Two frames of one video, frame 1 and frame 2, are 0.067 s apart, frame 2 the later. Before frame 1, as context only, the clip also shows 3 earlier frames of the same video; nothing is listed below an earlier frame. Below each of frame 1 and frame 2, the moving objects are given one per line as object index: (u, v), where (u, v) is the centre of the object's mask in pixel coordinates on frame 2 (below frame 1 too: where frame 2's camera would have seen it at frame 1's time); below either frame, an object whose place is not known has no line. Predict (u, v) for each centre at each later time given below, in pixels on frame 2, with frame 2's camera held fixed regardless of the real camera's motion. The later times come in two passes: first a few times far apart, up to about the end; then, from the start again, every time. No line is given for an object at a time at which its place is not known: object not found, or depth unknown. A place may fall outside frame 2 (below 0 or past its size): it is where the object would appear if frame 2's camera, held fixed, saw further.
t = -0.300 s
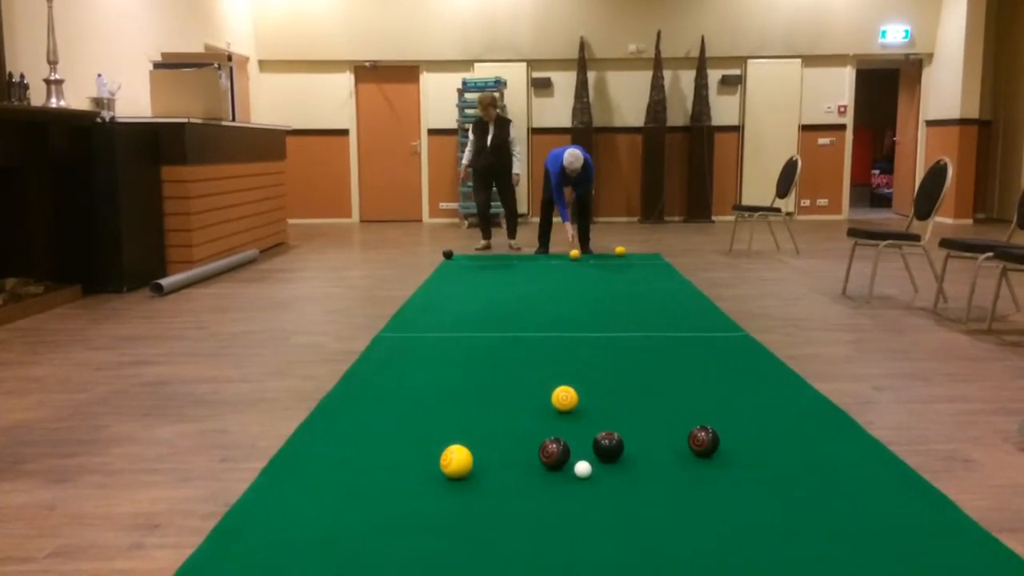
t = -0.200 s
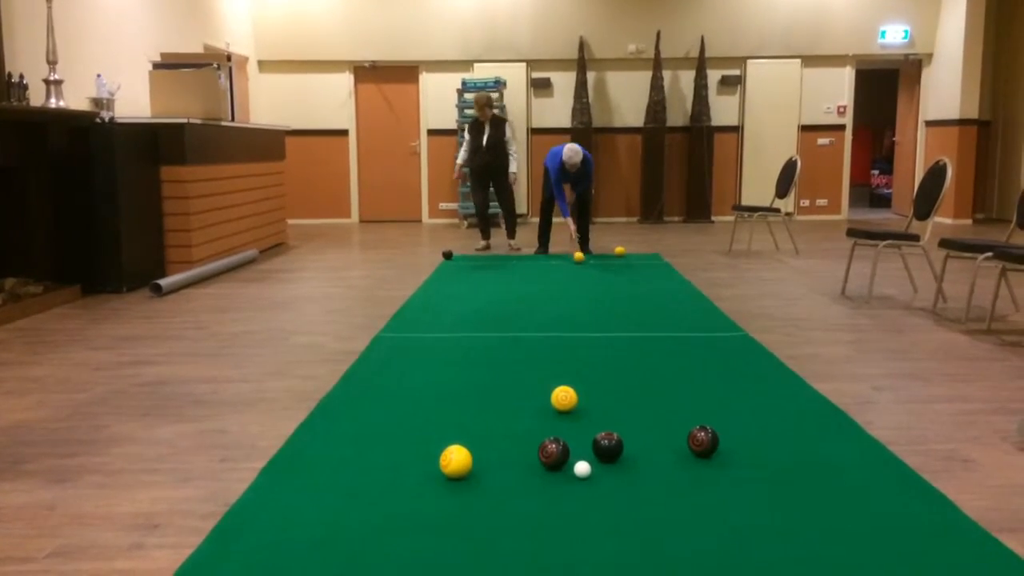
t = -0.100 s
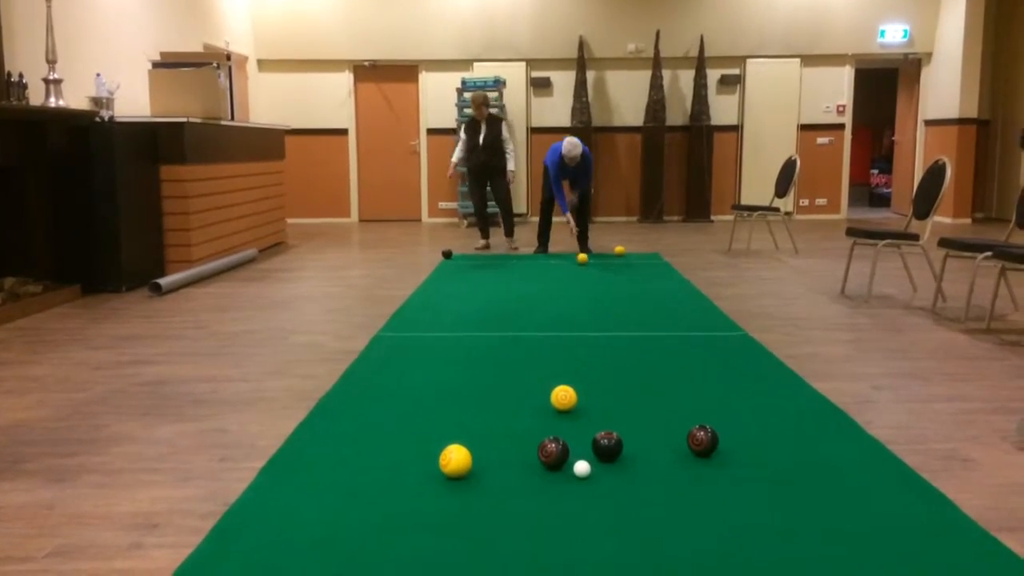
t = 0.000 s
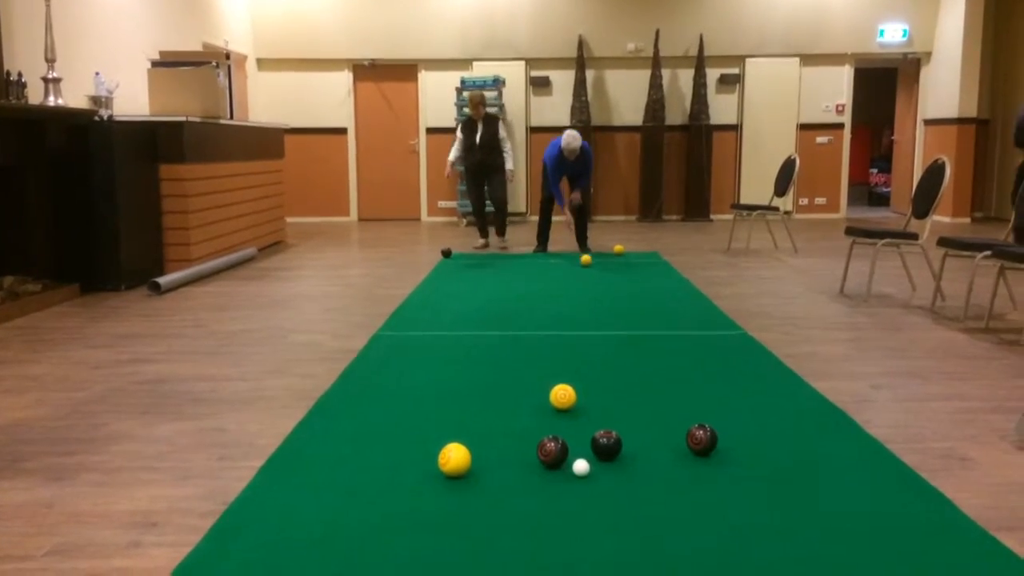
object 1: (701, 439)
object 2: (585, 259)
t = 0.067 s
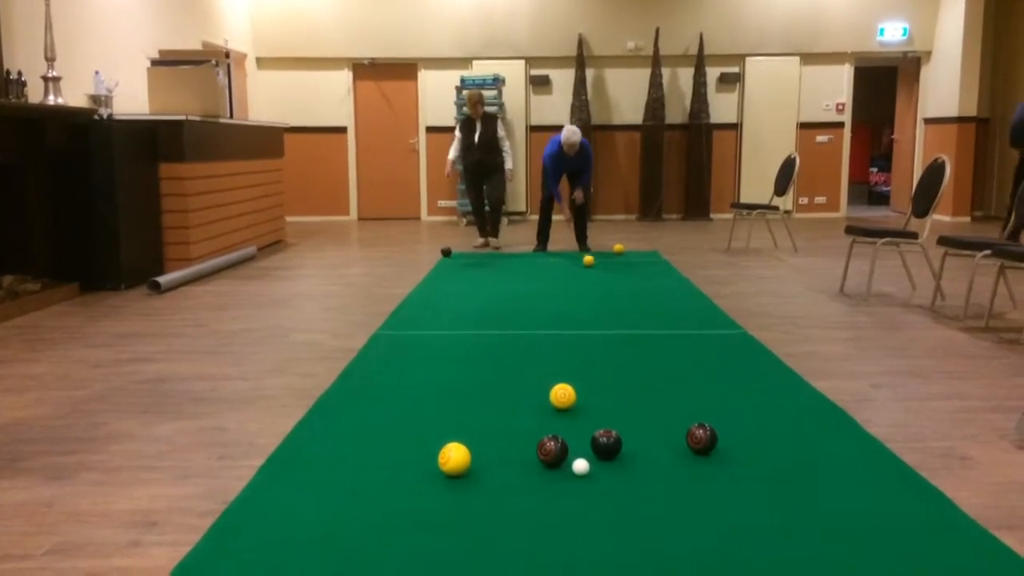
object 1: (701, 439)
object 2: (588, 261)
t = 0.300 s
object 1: (701, 438)
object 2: (598, 267)
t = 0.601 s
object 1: (702, 439)
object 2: (610, 275)
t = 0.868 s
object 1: (702, 438)
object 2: (620, 284)
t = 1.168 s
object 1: (702, 439)
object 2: (632, 294)
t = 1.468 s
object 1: (702, 440)
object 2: (644, 305)
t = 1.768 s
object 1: (702, 440)
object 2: (656, 319)
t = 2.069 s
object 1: (702, 440)
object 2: (668, 332)
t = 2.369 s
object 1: (702, 440)
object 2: (679, 347)
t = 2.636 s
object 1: (703, 440)
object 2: (689, 362)
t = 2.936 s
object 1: (703, 440)
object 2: (697, 380)
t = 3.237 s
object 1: (703, 440)
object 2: (702, 399)
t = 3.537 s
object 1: (702, 440)
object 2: (705, 416)
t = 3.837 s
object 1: (700, 449)
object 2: (704, 427)
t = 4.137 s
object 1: (697, 465)
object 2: (699, 434)
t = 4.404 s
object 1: (699, 478)
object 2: (695, 437)
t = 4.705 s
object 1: (701, 493)
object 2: (691, 437)
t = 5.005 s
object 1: (703, 507)
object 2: (687, 437)
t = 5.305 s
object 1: (707, 517)
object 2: (677, 436)
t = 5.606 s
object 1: (710, 522)
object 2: (672, 435)
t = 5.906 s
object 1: (710, 527)
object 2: (679, 436)
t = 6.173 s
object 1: (712, 534)
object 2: (678, 436)
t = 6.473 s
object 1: (712, 534)
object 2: (677, 436)
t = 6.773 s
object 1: (710, 529)
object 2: (676, 434)
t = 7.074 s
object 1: (711, 532)
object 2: (676, 435)
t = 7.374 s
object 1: (711, 531)
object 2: (676, 435)
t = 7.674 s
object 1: (711, 531)
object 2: (676, 434)
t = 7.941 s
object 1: (711, 531)
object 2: (676, 435)
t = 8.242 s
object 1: (711, 532)
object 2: (676, 435)
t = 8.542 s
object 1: (711, 531)
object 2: (676, 435)
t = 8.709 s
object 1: (711, 531)
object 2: (676, 435)
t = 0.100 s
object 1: (701, 439)
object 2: (590, 262)
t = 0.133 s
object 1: (701, 439)
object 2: (591, 263)
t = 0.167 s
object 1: (701, 439)
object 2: (592, 264)
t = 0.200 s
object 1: (701, 439)
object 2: (594, 265)
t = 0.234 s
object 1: (701, 439)
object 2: (595, 265)
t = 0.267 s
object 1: (702, 439)
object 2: (596, 266)
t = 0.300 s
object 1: (701, 438)
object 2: (598, 267)
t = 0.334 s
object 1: (701, 439)
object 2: (599, 268)
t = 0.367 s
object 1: (701, 438)
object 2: (600, 269)
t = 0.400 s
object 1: (701, 439)
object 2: (602, 270)
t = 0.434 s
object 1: (701, 439)
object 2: (603, 271)
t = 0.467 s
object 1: (702, 439)
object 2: (605, 272)
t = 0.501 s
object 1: (702, 439)
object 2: (606, 273)
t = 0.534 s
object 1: (701, 439)
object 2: (607, 274)
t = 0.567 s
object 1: (701, 439)
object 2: (608, 275)
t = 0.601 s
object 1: (702, 439)
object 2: (610, 275)
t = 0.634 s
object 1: (702, 439)
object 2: (611, 277)
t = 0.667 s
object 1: (701, 439)
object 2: (613, 278)
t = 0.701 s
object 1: (701, 439)
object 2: (614, 278)
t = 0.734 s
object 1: (702, 439)
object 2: (615, 280)
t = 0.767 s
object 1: (702, 439)
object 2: (616, 281)
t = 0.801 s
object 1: (701, 439)
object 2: (618, 282)
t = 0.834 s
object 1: (702, 439)
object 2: (619, 283)
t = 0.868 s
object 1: (702, 438)
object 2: (620, 284)
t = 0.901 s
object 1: (702, 439)
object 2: (622, 285)
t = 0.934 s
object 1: (701, 439)
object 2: (623, 286)
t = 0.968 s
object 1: (701, 439)
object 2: (624, 287)
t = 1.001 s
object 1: (701, 439)
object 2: (625, 288)
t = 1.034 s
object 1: (702, 439)
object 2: (627, 290)
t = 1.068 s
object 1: (702, 439)
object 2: (628, 291)
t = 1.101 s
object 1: (702, 439)
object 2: (629, 292)
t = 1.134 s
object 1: (702, 439)
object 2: (630, 293)
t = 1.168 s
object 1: (702, 439)
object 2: (632, 294)
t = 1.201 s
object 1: (702, 439)
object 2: (634, 296)
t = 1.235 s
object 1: (702, 439)
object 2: (635, 297)
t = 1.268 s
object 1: (702, 439)
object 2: (636, 298)
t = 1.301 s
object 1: (702, 439)
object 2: (638, 300)
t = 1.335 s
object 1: (702, 439)
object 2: (639, 301)
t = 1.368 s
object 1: (702, 439)
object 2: (640, 302)
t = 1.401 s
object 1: (702, 439)
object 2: (642, 303)
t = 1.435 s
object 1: (702, 439)
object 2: (643, 305)
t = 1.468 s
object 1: (702, 440)
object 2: (644, 305)
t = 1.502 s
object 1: (702, 439)
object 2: (645, 307)
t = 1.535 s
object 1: (702, 440)
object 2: (647, 309)
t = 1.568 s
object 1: (702, 439)
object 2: (648, 310)
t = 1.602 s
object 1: (702, 439)
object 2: (650, 312)
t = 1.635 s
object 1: (702, 439)
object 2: (651, 313)
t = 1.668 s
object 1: (702, 440)
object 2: (652, 314)
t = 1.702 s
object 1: (702, 439)
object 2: (654, 316)
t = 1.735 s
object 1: (702, 439)
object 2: (655, 317)
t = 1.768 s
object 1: (702, 440)
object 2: (656, 319)
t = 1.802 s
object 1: (702, 440)
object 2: (658, 320)
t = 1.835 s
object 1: (702, 440)
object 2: (659, 321)
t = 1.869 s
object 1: (702, 439)
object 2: (661, 323)
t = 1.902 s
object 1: (702, 440)
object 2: (662, 324)
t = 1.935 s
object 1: (702, 439)
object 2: (663, 326)
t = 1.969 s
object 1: (702, 439)
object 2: (664, 328)
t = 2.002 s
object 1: (702, 440)
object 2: (666, 329)
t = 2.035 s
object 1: (702, 440)
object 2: (667, 331)
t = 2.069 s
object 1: (702, 440)
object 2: (668, 332)
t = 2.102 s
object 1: (702, 440)
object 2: (670, 334)
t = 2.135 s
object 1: (702, 440)
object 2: (671, 336)
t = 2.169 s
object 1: (702, 440)
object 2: (672, 337)
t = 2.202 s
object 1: (702, 440)
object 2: (673, 339)
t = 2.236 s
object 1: (702, 440)
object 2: (675, 341)
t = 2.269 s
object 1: (702, 440)
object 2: (676, 342)
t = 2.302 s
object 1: (702, 440)
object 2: (677, 344)
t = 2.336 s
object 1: (702, 440)
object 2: (678, 346)
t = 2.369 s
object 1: (702, 440)
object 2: (679, 347)
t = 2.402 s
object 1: (702, 440)
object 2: (681, 350)
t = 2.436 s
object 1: (702, 440)
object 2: (682, 351)
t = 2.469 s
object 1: (703, 440)
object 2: (683, 353)
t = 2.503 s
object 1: (702, 440)
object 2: (684, 355)
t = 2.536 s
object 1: (702, 440)
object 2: (685, 357)
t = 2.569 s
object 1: (702, 440)
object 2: (686, 359)
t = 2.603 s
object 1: (702, 440)
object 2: (688, 360)
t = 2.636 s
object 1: (703, 440)
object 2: (689, 362)
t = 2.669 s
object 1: (702, 440)
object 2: (690, 364)
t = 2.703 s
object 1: (702, 440)
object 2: (691, 366)
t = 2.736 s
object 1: (702, 440)
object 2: (691, 368)
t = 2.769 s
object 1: (702, 440)
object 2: (692, 370)
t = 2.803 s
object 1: (702, 440)
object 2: (693, 372)
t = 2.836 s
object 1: (702, 440)
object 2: (694, 374)
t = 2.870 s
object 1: (702, 440)
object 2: (695, 376)
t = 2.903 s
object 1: (703, 440)
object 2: (696, 378)
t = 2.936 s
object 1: (703, 440)
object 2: (697, 380)
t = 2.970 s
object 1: (703, 440)
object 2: (697, 382)
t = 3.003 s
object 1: (702, 440)
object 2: (698, 384)
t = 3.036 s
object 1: (702, 440)
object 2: (699, 386)
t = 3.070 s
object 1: (702, 440)
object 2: (699, 388)
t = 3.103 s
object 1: (703, 440)
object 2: (700, 390)
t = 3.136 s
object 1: (702, 440)
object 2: (701, 392)
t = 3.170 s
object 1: (703, 440)
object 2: (701, 394)
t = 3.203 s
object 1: (702, 440)
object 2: (701, 397)
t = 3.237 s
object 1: (703, 440)
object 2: (702, 399)
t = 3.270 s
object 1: (702, 440)
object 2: (702, 401)
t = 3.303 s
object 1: (702, 440)
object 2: (703, 403)
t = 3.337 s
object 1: (702, 440)
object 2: (703, 405)
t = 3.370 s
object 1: (702, 440)
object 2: (703, 407)
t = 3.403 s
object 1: (702, 440)
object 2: (704, 409)
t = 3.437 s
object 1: (702, 440)
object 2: (704, 411)
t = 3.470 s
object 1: (703, 440)
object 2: (704, 413)
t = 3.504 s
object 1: (703, 440)
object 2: (704, 415)
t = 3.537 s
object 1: (702, 440)
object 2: (705, 416)
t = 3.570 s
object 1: (702, 440)
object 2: (705, 417)
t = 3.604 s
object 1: (702, 440)
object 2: (704, 418)
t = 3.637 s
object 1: (703, 440)
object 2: (704, 420)
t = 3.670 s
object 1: (703, 440)
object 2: (704, 421)
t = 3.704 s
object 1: (702, 441)
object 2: (704, 422)
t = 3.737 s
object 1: (702, 443)
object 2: (704, 423)
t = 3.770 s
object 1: (701, 445)
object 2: (704, 425)
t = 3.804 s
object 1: (701, 447)
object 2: (704, 426)
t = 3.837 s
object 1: (700, 449)
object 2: (704, 427)
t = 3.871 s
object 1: (700, 452)
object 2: (704, 429)
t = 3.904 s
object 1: (699, 454)
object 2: (703, 430)
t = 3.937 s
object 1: (699, 455)
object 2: (703, 430)
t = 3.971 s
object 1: (699, 456)
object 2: (703, 430)
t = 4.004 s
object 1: (698, 457)
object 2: (702, 431)
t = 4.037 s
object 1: (698, 459)
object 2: (702, 432)
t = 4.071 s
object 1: (698, 460)
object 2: (701, 433)
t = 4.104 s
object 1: (698, 463)
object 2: (700, 434)
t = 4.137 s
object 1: (697, 465)
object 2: (699, 434)
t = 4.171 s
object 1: (697, 467)
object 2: (699, 435)
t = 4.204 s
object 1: (697, 468)
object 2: (698, 435)
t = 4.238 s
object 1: (697, 470)
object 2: (698, 436)
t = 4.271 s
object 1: (697, 471)
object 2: (697, 436)
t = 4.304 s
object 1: (698, 473)
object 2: (697, 436)
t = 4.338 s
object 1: (698, 475)
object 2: (696, 436)
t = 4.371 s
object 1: (699, 476)
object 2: (696, 437)
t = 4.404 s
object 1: (699, 478)
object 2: (695, 437)
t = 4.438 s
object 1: (699, 480)
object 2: (695, 437)
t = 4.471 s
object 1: (699, 482)
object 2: (694, 437)
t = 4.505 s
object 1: (700, 484)
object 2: (694, 437)
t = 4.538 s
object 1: (700, 486)
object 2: (693, 437)
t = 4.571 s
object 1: (700, 488)
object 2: (693, 437)
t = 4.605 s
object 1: (701, 489)
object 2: (693, 437)
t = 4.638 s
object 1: (701, 491)
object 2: (692, 437)
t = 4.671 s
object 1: (701, 492)
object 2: (692, 437)
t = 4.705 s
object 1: (701, 493)
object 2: (691, 437)
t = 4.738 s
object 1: (701, 494)
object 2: (691, 437)
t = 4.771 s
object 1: (701, 496)
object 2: (690, 437)
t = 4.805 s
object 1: (701, 497)
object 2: (690, 437)
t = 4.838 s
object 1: (701, 499)
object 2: (690, 437)
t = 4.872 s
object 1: (702, 500)
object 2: (689, 437)
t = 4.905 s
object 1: (702, 502)
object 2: (689, 437)
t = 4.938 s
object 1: (702, 503)
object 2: (688, 437)
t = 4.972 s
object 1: (703, 505)
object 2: (687, 437)
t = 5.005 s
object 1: (703, 507)
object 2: (687, 437)
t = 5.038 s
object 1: (703, 508)
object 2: (686, 437)
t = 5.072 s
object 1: (704, 510)
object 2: (685, 437)
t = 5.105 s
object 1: (705, 511)
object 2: (684, 437)
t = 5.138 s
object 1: (705, 512)
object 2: (683, 437)
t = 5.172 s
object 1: (706, 512)
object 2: (682, 436)
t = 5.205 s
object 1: (706, 514)
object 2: (681, 436)
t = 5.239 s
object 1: (707, 515)
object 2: (680, 436)
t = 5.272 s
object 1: (707, 515)
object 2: (678, 436)
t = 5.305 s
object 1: (707, 517)
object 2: (677, 436)
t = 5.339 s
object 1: (708, 517)
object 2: (675, 435)
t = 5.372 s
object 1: (708, 518)
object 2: (674, 435)
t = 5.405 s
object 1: (708, 519)
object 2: (673, 435)
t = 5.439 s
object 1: (709, 520)
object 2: (672, 435)
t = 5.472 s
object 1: (709, 520)
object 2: (672, 435)
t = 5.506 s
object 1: (709, 521)
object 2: (672, 435)
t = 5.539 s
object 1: (709, 521)
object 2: (671, 435)
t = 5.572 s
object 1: (709, 522)
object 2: (672, 435)
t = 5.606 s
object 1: (710, 522)
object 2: (672, 435)
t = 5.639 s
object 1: (710, 522)
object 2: (672, 435)
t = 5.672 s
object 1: (709, 523)
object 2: (673, 435)
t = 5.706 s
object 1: (709, 523)
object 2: (673, 435)
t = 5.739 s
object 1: (710, 524)
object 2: (674, 435)
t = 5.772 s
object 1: (710, 524)
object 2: (675, 436)
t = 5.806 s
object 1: (710, 525)
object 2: (676, 436)
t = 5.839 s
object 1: (710, 526)
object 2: (677, 436)
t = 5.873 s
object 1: (710, 526)
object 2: (678, 436)
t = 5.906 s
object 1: (710, 527)
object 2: (679, 436)
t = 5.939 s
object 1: (710, 528)
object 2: (679, 436)
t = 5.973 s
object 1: (710, 529)
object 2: (679, 436)
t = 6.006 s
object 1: (710, 530)
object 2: (679, 436)
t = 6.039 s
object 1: (711, 531)
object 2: (679, 436)
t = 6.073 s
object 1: (711, 532)
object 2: (679, 436)
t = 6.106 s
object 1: (711, 533)
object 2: (679, 436)
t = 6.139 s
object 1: (711, 534)
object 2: (678, 436)
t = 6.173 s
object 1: (712, 534)
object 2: (678, 436)
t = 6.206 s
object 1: (712, 534)
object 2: (677, 436)
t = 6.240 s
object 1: (713, 535)
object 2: (676, 436)
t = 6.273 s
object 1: (713, 535)
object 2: (676, 436)
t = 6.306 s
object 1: (713, 535)
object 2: (676, 436)
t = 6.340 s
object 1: (713, 535)
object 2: (676, 436)
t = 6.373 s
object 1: (713, 534)
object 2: (676, 436)
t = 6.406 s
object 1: (713, 534)
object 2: (676, 436)
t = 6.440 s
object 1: (712, 534)
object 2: (676, 436)
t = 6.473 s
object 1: (712, 534)
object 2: (677, 436)
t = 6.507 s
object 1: (712, 533)
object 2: (677, 436)
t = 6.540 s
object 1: (712, 533)
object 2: (677, 436)
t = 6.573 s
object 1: (711, 531)
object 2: (677, 436)
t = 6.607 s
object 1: (711, 531)
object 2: (677, 436)
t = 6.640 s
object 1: (711, 530)
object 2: (677, 436)
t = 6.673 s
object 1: (711, 530)
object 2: (677, 436)
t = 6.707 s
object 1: (710, 530)
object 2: (676, 436)
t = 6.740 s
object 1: (710, 529)
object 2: (676, 435)
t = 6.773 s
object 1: (710, 529)
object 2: (676, 434)
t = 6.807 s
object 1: (711, 529)
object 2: (676, 434)
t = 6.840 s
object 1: (711, 529)
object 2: (676, 435)
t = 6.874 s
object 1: (711, 530)
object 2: (676, 435)
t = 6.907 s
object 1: (711, 530)
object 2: (676, 434)
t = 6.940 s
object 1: (711, 530)
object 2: (676, 434)
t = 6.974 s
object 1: (712, 531)
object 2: (676, 434)
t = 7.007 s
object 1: (712, 531)
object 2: (676, 434)
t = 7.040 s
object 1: (712, 532)
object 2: (676, 434)
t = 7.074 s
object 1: (711, 532)
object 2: (676, 435)
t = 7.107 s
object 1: (711, 532)
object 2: (676, 435)
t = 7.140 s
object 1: (712, 532)
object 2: (676, 435)
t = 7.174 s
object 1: (711, 532)
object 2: (676, 435)
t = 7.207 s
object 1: (711, 532)
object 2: (676, 435)
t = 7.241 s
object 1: (711, 531)
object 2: (676, 435)
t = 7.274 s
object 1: (711, 531)
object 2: (676, 435)
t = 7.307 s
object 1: (711, 531)
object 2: (676, 435)
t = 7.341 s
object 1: (711, 531)
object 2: (676, 435)
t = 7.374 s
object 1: (711, 531)
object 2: (676, 435)
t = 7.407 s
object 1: (711, 531)
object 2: (676, 434)
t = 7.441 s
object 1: (711, 531)
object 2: (676, 434)
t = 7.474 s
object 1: (711, 531)
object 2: (676, 434)
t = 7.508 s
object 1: (711, 531)
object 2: (676, 434)
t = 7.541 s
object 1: (711, 531)
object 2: (676, 434)
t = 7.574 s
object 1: (711, 531)
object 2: (676, 434)
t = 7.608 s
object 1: (711, 531)
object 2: (676, 434)
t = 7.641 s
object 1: (711, 531)
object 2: (676, 434)
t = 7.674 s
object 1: (711, 531)
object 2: (676, 434)
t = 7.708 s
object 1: (711, 531)
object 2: (676, 435)
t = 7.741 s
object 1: (711, 531)
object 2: (676, 435)
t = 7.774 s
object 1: (711, 531)
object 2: (676, 435)
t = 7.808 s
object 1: (711, 531)
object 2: (676, 435)
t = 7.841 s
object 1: (711, 531)
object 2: (676, 435)
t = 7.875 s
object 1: (711, 531)
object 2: (676, 435)
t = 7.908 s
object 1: (711, 531)
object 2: (676, 435)
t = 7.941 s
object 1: (711, 531)
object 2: (676, 435)
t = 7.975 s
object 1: (711, 531)
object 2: (676, 435)
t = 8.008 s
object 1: (711, 531)
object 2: (676, 435)
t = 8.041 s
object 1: (711, 531)
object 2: (676, 434)
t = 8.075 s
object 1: (711, 532)
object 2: (676, 435)
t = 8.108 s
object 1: (711, 532)
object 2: (676, 435)
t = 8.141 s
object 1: (711, 532)
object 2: (676, 435)
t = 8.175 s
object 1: (711, 531)
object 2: (676, 435)
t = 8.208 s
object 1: (711, 532)
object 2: (676, 435)
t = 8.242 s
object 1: (711, 532)
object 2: (676, 435)
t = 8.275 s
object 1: (711, 531)
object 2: (676, 435)
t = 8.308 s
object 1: (711, 532)
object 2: (676, 435)
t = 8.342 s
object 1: (711, 532)
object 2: (676, 435)
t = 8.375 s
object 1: (711, 532)
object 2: (676, 435)
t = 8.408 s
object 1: (711, 531)
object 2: (676, 435)
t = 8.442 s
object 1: (711, 531)
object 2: (676, 435)
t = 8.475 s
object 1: (711, 531)
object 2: (676, 435)
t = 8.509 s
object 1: (711, 531)
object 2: (676, 435)
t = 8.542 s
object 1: (711, 531)
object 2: (676, 435)
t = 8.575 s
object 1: (711, 531)
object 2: (676, 435)
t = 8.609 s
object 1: (711, 532)
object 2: (676, 435)
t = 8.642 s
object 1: (711, 532)
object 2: (676, 435)
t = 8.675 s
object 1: (711, 531)
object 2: (676, 435)
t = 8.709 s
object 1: (711, 531)
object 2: (676, 435)
